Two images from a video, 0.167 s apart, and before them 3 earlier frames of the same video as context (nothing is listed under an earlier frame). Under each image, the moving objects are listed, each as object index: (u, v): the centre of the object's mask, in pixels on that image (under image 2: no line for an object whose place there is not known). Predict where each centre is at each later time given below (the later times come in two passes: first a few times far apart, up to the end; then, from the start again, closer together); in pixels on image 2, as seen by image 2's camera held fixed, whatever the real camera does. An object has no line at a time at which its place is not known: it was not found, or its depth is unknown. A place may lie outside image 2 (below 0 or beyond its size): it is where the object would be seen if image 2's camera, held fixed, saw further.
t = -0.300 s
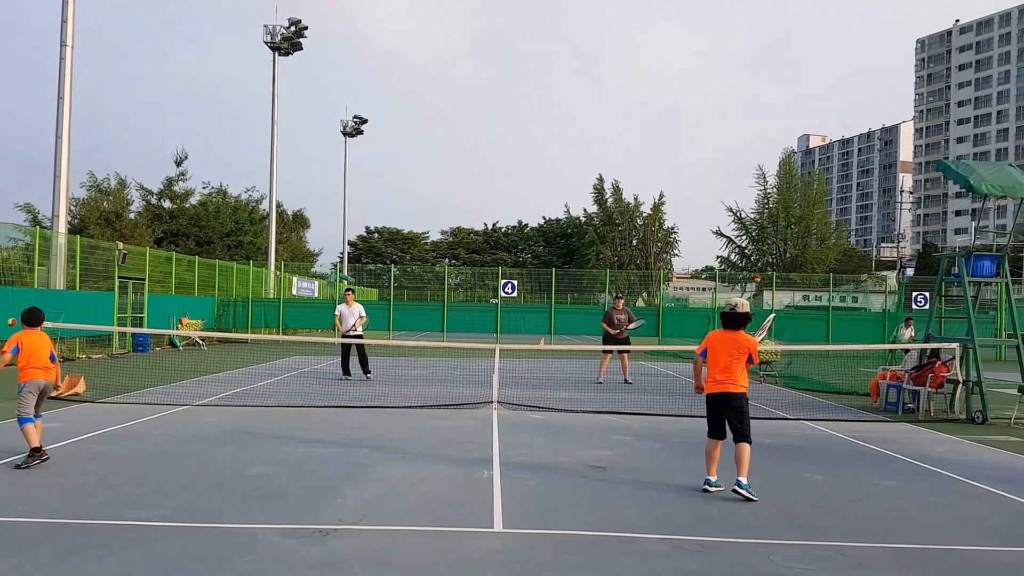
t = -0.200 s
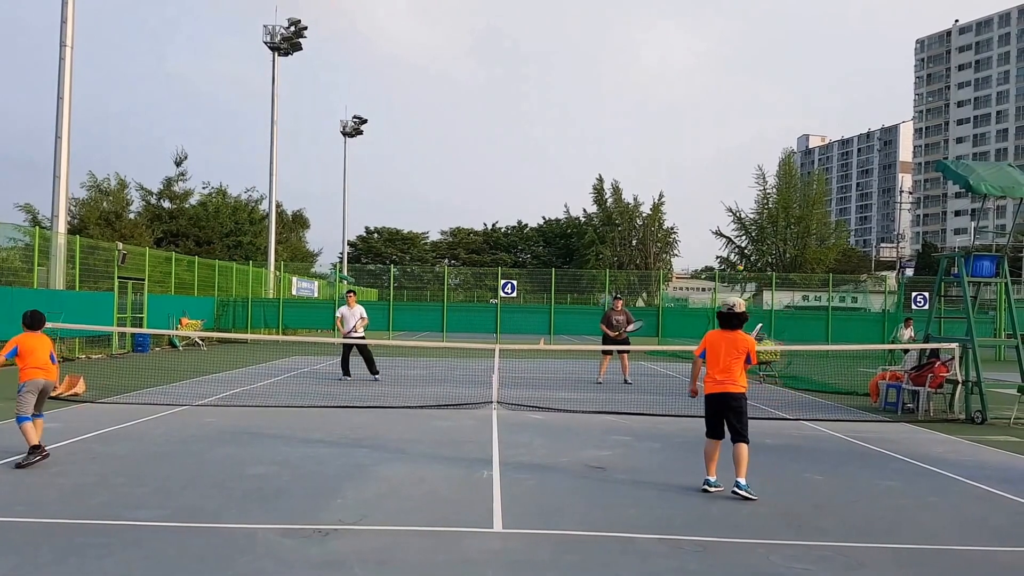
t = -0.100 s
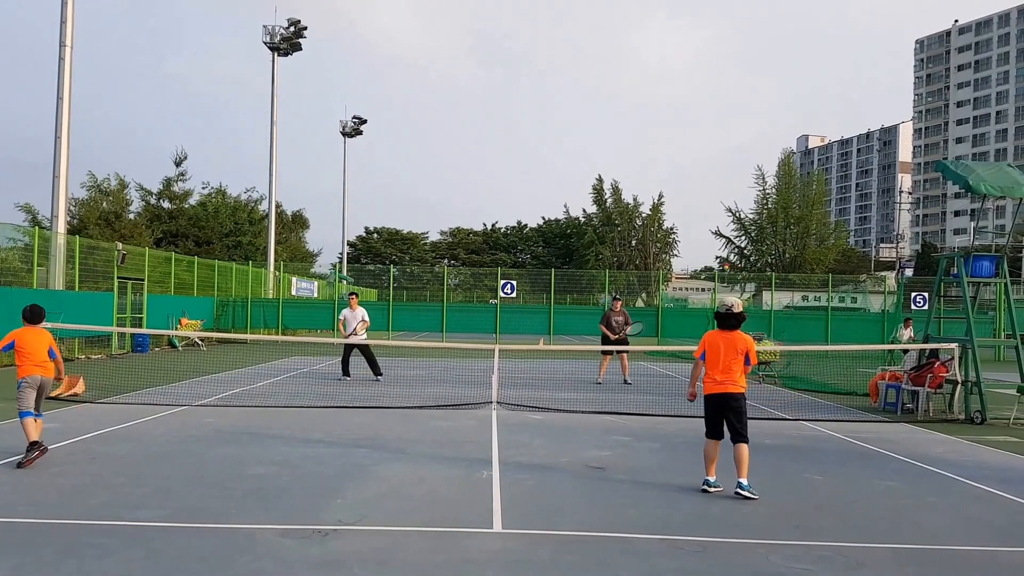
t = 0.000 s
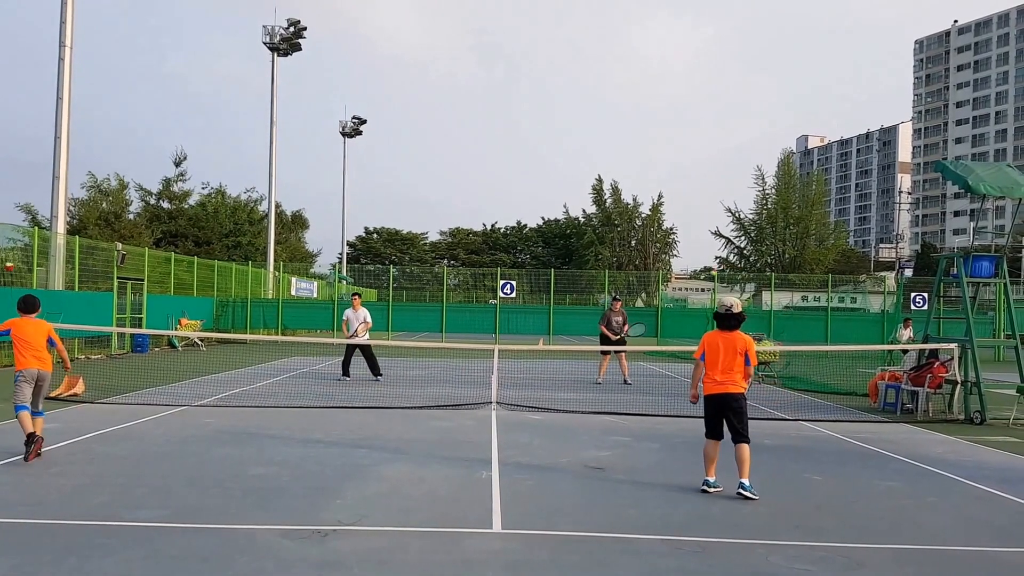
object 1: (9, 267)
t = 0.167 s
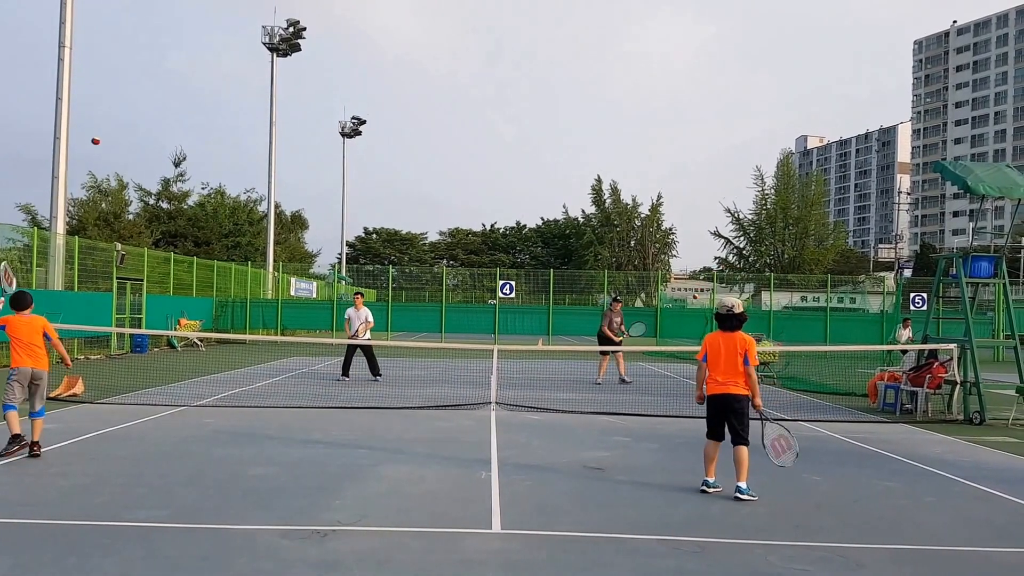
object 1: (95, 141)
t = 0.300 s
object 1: (153, 72)
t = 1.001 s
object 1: (354, 15)
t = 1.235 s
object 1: (398, 79)
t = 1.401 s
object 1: (424, 140)
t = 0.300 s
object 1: (153, 72)
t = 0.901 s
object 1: (332, 0)
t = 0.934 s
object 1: (340, 4)
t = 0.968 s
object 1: (348, 10)
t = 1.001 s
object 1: (354, 15)
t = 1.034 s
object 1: (361, 22)
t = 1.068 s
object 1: (368, 30)
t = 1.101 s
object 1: (374, 39)
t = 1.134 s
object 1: (381, 48)
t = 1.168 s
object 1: (387, 57)
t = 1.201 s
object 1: (393, 68)
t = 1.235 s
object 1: (398, 79)
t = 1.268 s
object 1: (404, 90)
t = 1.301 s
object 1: (409, 102)
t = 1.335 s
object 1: (414, 114)
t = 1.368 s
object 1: (419, 127)
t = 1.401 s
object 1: (424, 140)
